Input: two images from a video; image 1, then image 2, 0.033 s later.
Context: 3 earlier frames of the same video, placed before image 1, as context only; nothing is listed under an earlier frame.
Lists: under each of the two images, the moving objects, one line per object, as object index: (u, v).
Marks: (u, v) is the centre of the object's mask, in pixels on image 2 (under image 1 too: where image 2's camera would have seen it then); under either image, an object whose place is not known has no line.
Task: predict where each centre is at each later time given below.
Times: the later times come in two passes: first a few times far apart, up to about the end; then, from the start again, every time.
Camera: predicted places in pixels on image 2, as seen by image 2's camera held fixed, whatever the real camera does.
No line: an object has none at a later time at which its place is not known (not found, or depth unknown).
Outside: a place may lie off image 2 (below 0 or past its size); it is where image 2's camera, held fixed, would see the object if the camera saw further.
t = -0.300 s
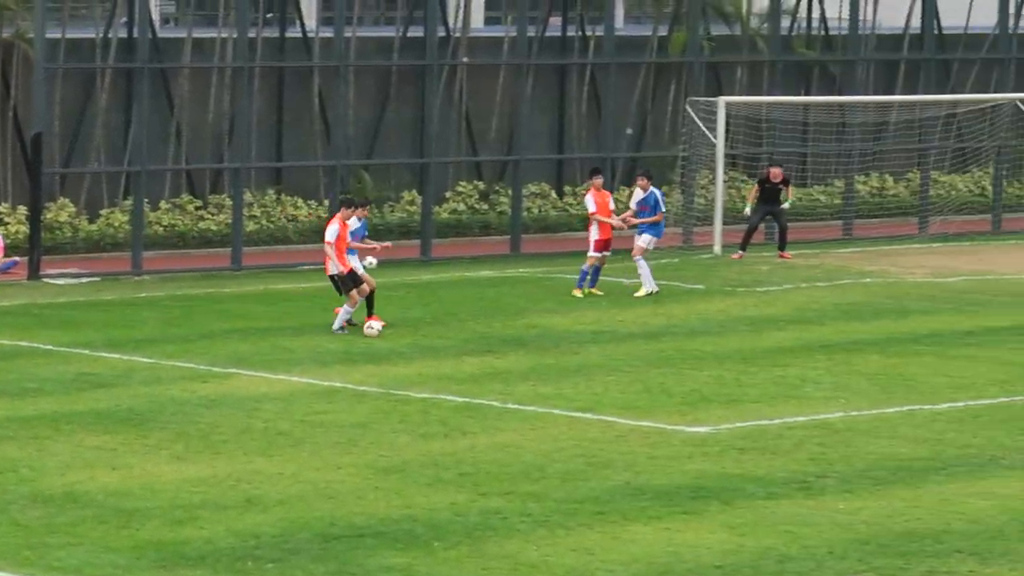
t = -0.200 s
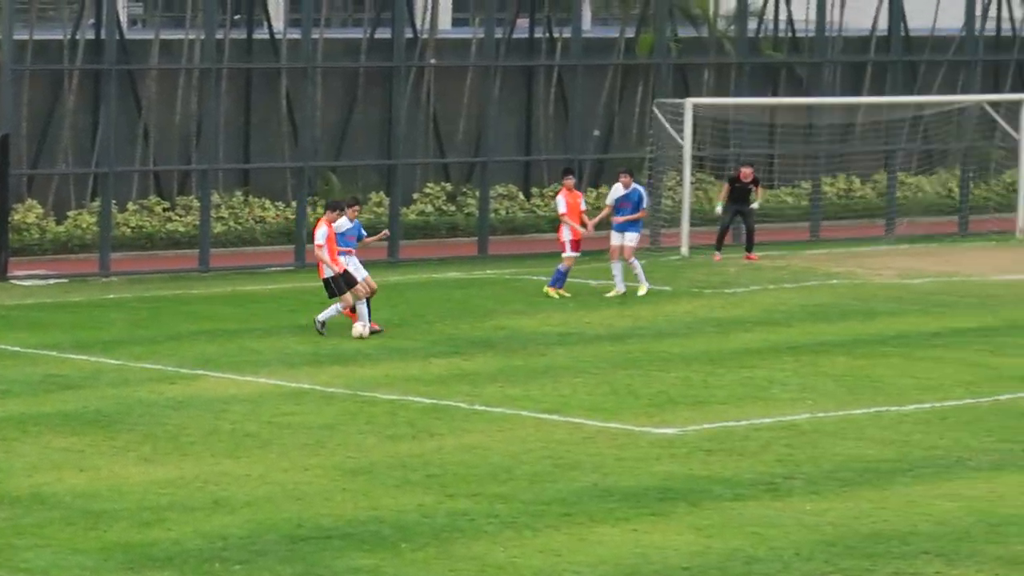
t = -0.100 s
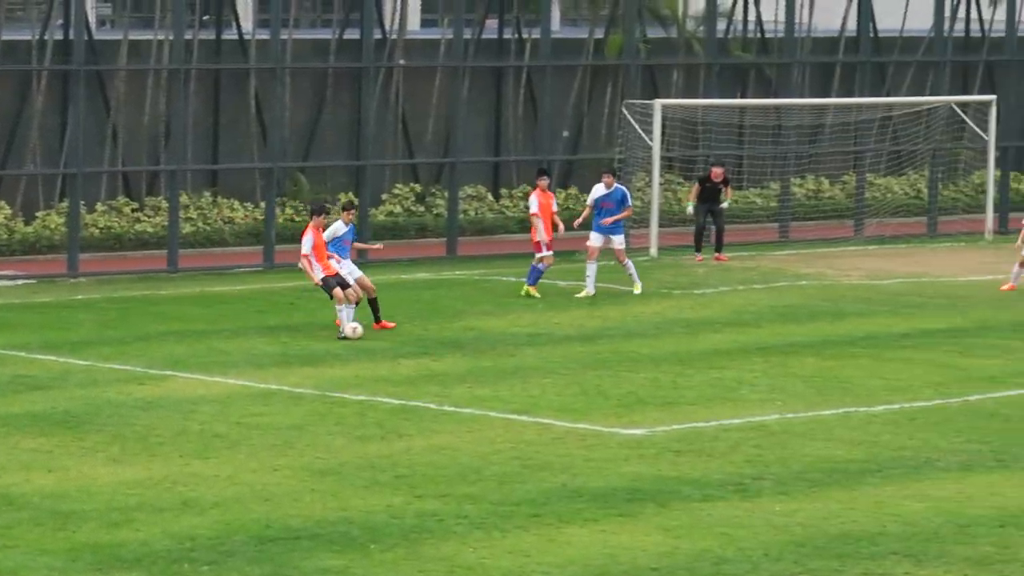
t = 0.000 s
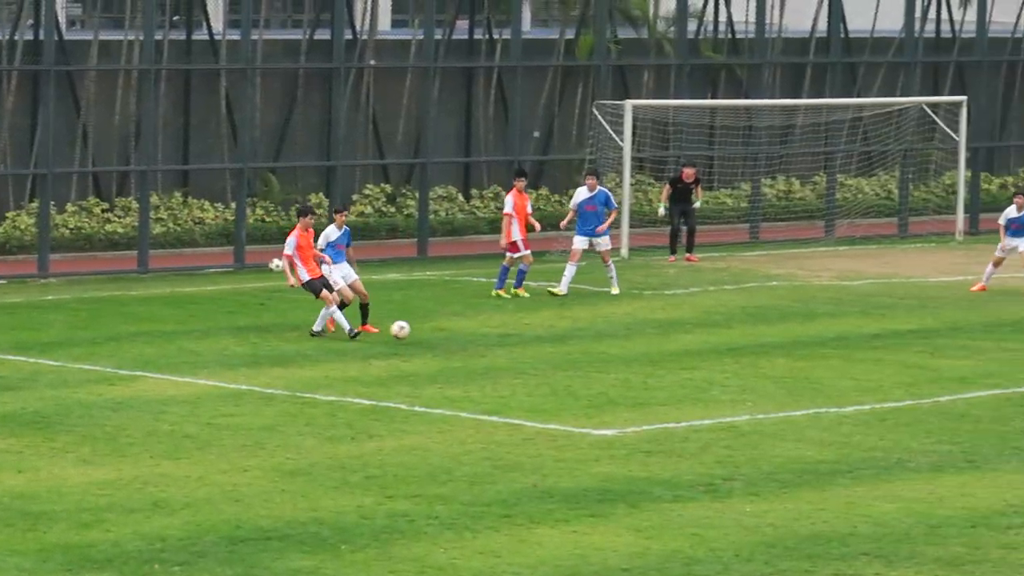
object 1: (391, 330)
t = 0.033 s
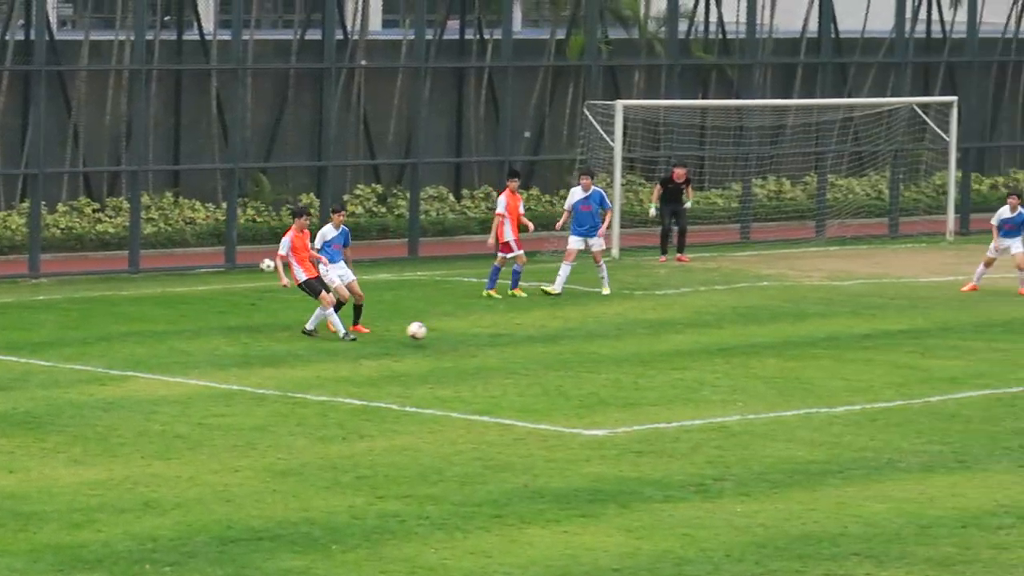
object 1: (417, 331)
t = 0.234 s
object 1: (564, 342)
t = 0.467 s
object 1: (717, 348)
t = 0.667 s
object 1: (833, 354)
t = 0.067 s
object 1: (442, 332)
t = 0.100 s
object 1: (468, 336)
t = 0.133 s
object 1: (493, 340)
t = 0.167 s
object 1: (519, 344)
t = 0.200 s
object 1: (543, 344)
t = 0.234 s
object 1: (564, 342)
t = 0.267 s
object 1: (586, 340)
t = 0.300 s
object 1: (608, 338)
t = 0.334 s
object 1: (630, 338)
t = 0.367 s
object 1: (651, 340)
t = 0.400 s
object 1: (674, 342)
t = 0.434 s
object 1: (695, 345)
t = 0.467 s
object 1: (717, 348)
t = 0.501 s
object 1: (739, 354)
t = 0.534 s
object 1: (760, 357)
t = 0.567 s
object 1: (778, 355)
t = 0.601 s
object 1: (797, 353)
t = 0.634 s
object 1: (815, 353)
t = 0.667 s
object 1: (833, 354)
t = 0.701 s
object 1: (852, 355)
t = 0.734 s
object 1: (870, 358)
